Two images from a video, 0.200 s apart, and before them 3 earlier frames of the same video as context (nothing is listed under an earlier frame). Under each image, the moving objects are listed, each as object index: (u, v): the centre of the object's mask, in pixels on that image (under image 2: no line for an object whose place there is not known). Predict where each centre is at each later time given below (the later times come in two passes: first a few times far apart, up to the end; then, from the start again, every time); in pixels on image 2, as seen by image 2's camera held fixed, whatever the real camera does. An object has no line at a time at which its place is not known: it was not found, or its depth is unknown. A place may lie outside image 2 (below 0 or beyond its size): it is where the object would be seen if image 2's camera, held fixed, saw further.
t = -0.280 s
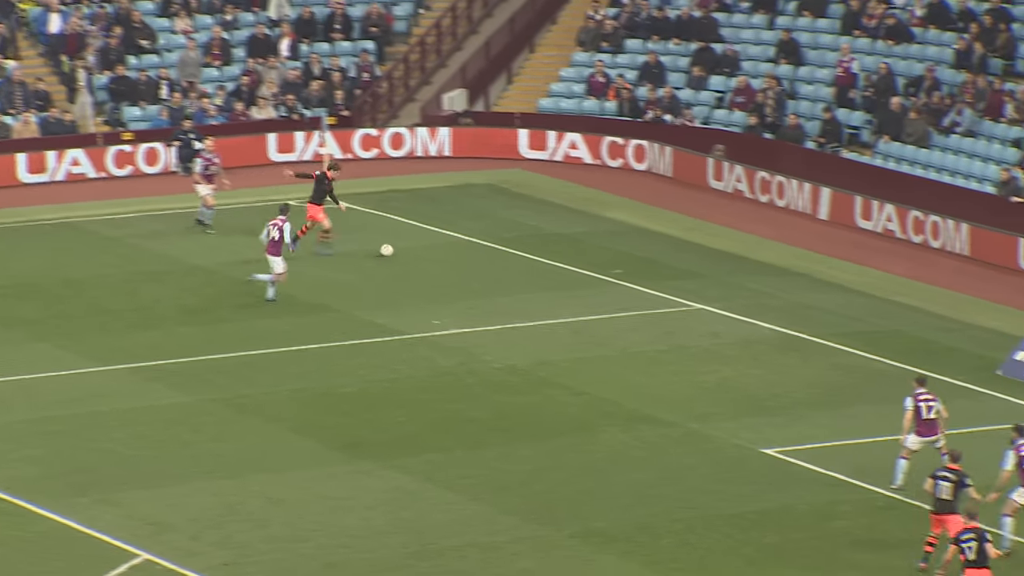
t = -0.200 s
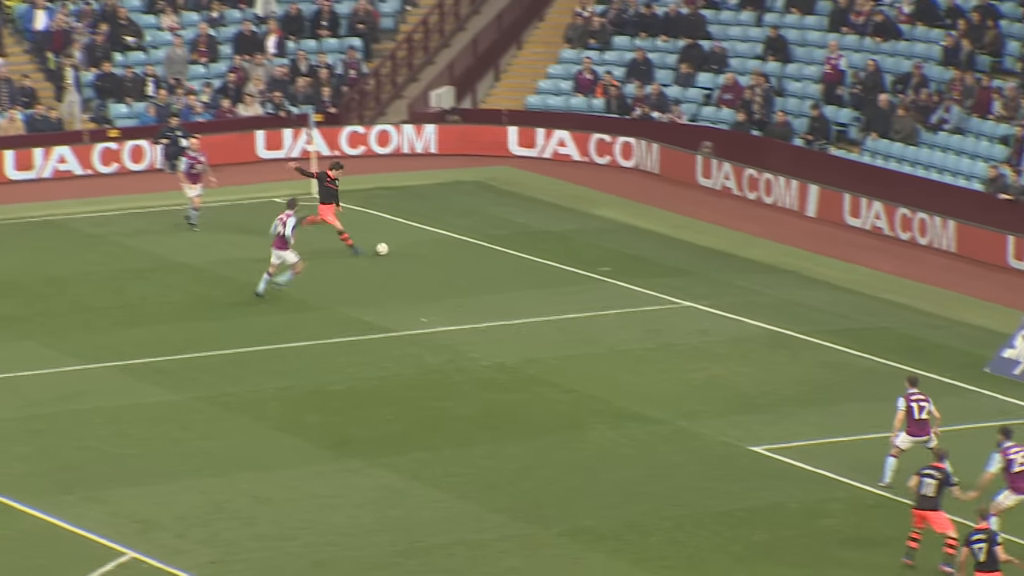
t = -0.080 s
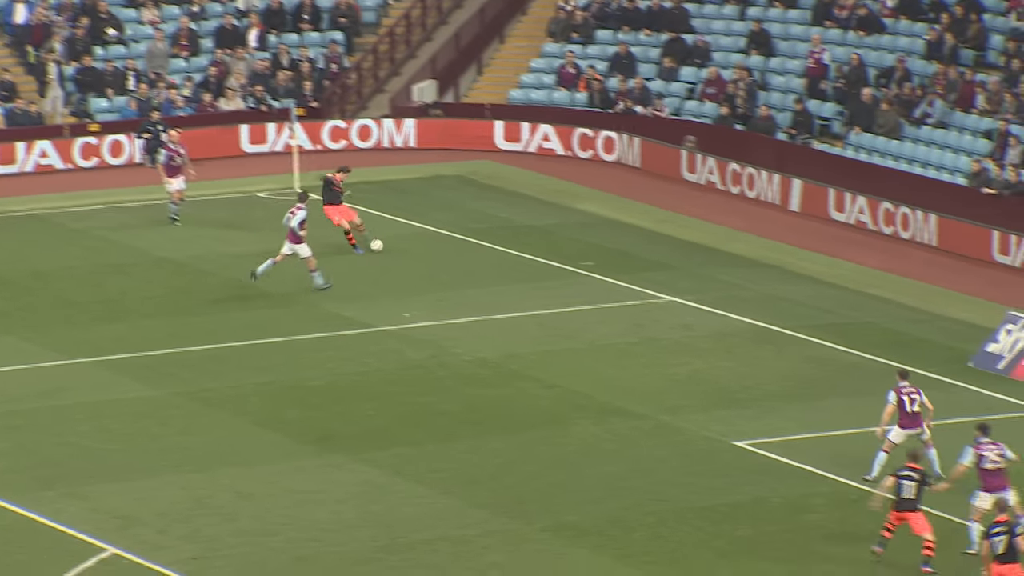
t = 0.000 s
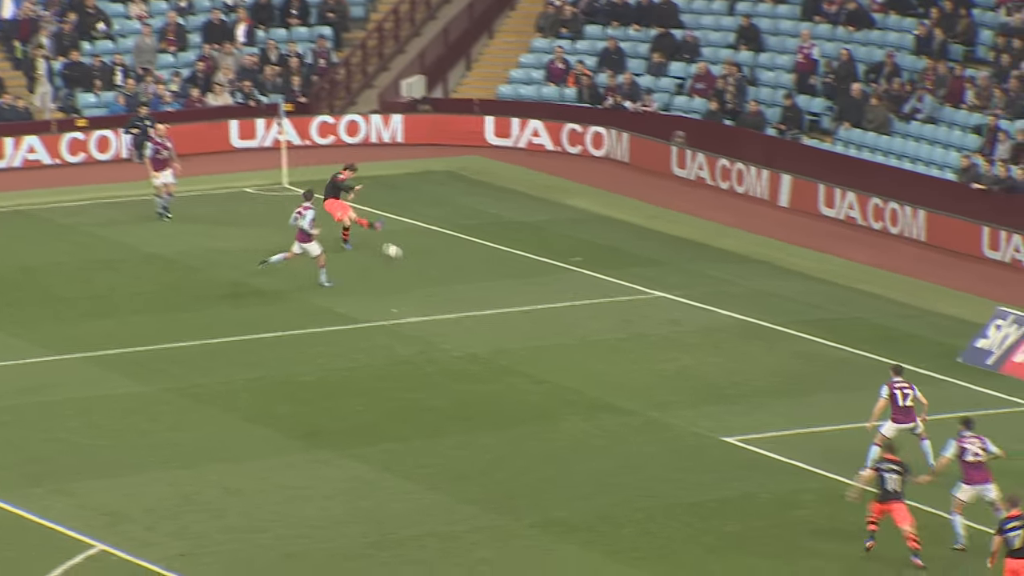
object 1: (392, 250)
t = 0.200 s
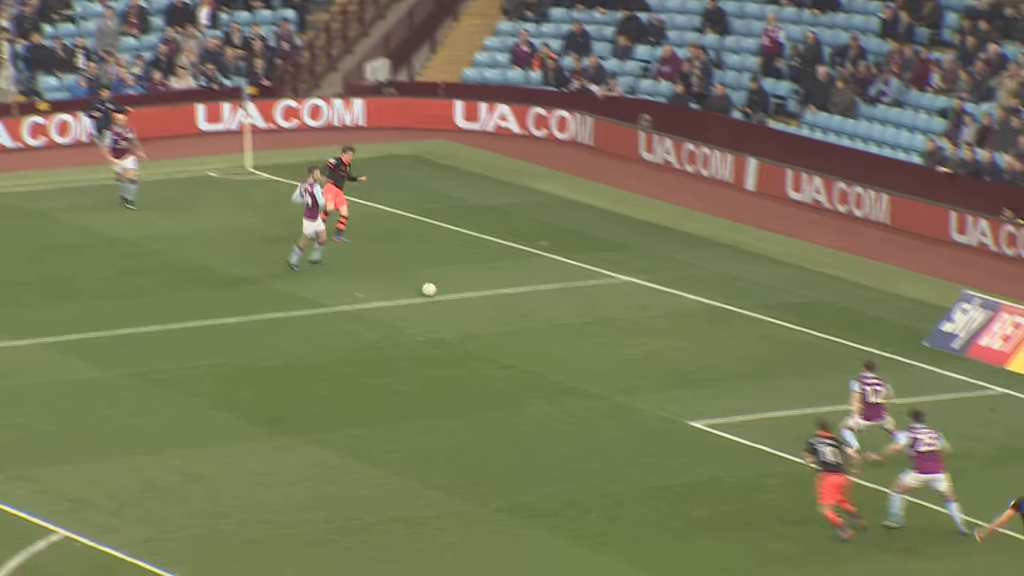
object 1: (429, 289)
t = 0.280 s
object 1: (450, 304)
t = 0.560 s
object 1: (500, 373)
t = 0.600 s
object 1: (505, 385)
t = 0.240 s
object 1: (440, 295)
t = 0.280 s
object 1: (450, 304)
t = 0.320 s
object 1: (459, 314)
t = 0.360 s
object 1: (468, 325)
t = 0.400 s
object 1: (476, 338)
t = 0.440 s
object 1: (483, 346)
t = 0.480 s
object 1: (489, 353)
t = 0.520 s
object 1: (495, 362)
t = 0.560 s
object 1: (500, 373)
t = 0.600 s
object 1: (505, 385)
